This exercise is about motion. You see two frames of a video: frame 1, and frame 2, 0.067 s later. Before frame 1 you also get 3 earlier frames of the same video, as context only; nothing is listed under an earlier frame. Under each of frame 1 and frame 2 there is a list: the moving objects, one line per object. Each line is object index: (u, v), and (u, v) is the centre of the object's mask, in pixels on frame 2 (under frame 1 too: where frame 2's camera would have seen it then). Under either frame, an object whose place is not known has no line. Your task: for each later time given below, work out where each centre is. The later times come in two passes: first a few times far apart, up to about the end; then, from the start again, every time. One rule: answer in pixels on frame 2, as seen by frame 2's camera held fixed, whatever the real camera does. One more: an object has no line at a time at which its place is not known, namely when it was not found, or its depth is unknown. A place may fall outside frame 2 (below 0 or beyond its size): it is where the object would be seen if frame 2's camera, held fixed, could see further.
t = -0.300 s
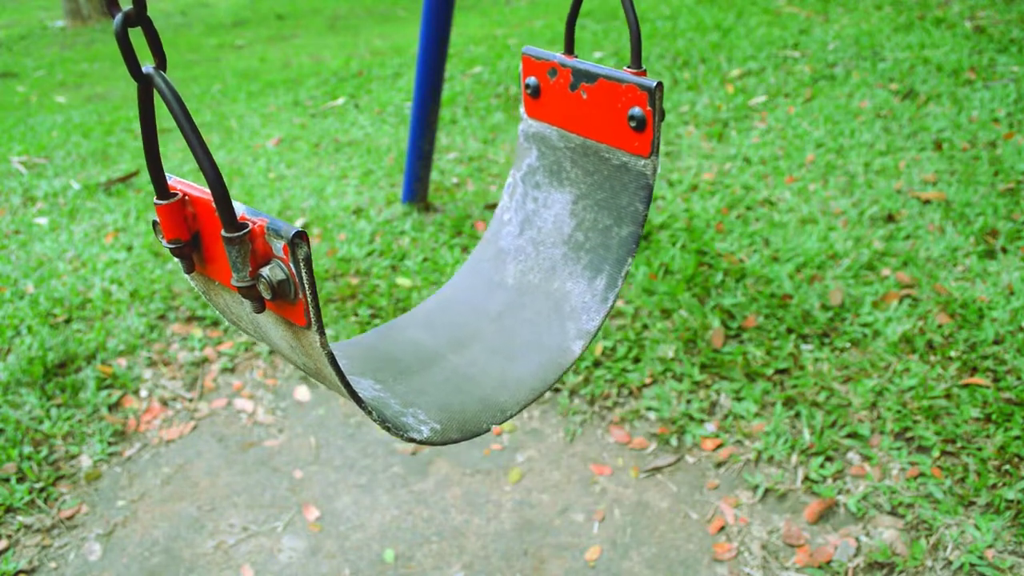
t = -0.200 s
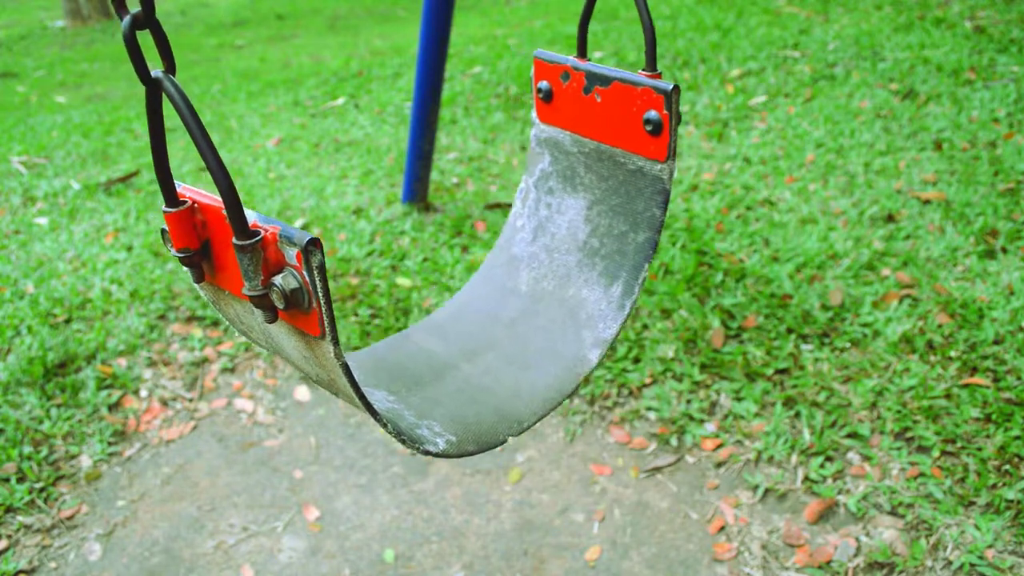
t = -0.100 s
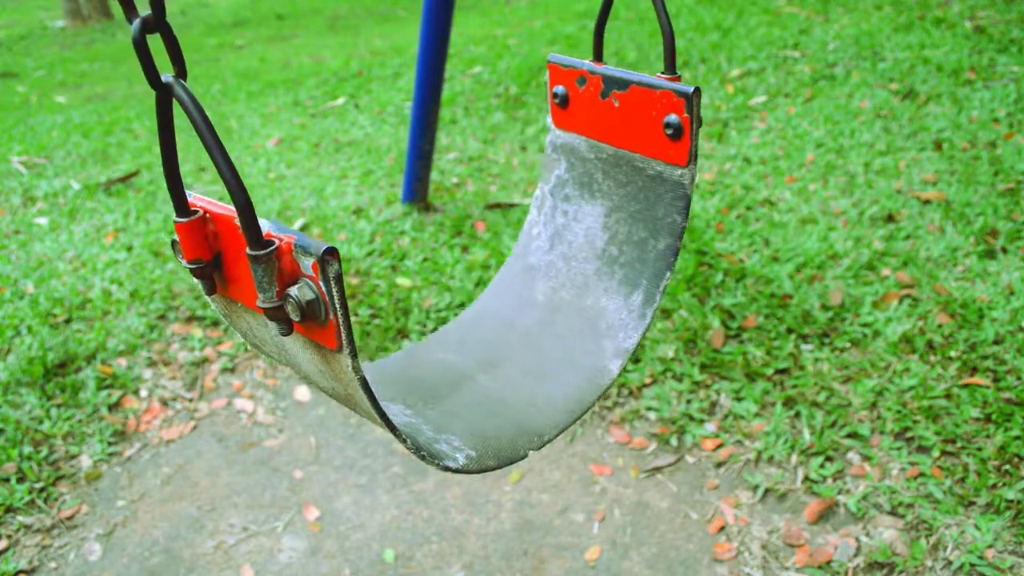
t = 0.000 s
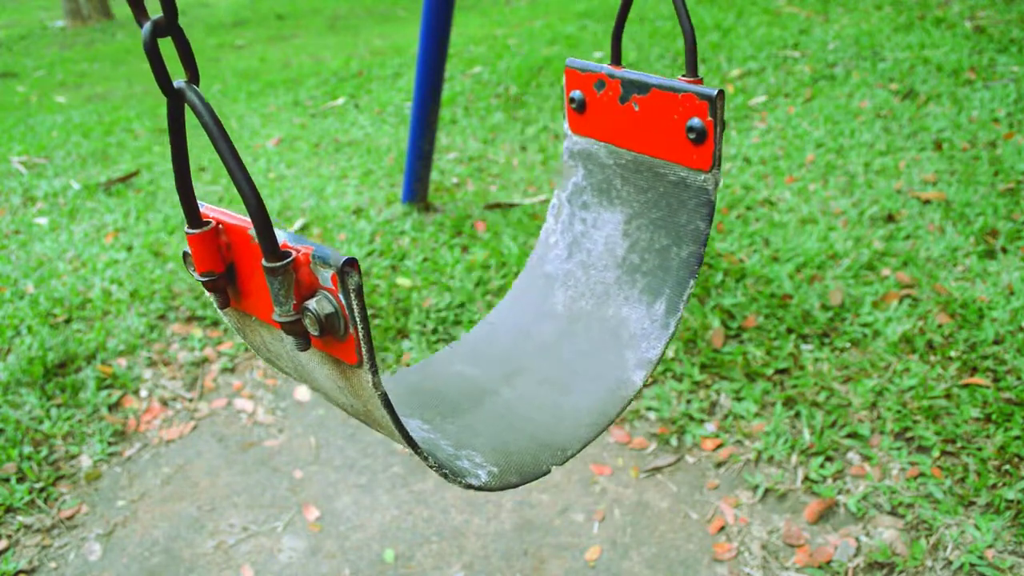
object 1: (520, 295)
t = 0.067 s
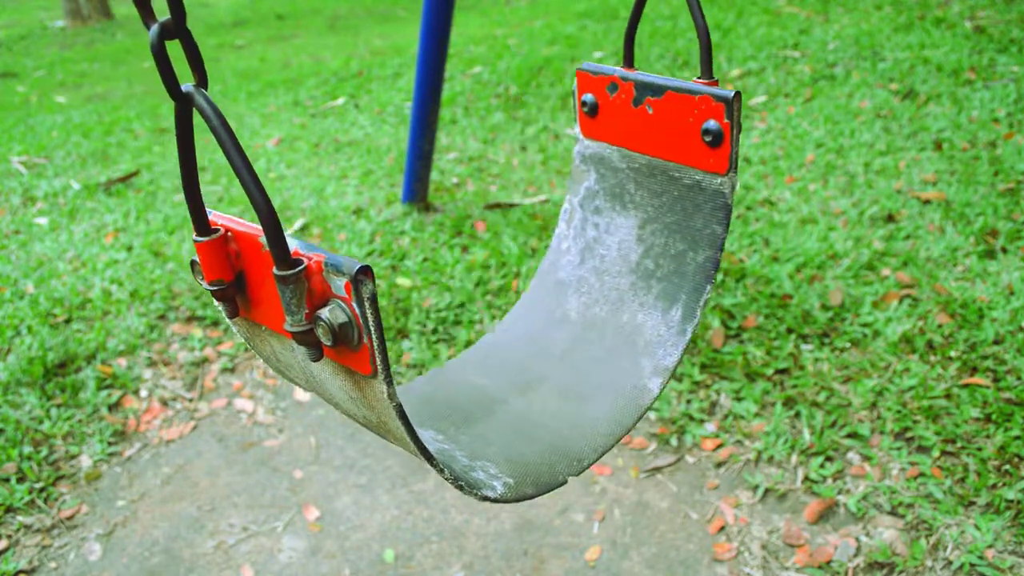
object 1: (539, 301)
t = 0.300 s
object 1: (580, 322)
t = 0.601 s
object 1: (597, 330)
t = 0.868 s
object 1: (569, 315)
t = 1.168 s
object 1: (512, 285)
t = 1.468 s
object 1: (470, 263)
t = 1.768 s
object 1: (466, 262)
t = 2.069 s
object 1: (500, 282)
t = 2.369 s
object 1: (556, 312)
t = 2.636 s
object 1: (593, 329)
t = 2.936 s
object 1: (590, 323)
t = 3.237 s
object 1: (537, 298)
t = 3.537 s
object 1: (488, 271)
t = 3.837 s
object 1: (463, 261)
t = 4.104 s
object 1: (473, 271)
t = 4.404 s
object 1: (517, 297)
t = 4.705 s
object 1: (571, 322)
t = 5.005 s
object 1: (597, 327)
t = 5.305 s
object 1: (567, 309)
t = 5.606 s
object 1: (510, 282)
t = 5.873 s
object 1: (471, 266)
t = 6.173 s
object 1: (462, 265)
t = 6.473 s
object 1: (489, 284)
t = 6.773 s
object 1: (549, 311)
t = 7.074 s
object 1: (593, 325)
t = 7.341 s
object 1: (590, 318)
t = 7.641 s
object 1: (543, 296)
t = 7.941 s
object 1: (489, 274)
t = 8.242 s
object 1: (461, 265)
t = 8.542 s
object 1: (475, 276)
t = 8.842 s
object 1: (523, 298)
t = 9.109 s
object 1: (575, 315)
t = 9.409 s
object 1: (598, 318)
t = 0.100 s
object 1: (545, 305)
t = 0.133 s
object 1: (549, 308)
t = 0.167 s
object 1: (552, 312)
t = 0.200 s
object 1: (564, 314)
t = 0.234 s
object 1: (569, 317)
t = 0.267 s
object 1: (574, 320)
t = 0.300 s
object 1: (580, 322)
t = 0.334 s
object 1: (583, 324)
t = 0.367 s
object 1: (588, 327)
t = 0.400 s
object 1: (592, 328)
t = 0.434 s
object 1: (595, 329)
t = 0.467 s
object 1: (597, 330)
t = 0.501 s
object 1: (598, 331)
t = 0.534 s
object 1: (598, 331)
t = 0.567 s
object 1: (598, 331)
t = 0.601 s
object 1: (597, 330)
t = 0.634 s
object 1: (596, 330)
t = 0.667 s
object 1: (595, 328)
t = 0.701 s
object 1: (592, 327)
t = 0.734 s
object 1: (588, 325)
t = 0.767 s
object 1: (584, 323)
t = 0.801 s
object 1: (580, 320)
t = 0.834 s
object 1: (574, 318)
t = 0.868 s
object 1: (569, 315)
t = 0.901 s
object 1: (563, 312)
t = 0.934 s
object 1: (552, 309)
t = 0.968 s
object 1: (551, 306)
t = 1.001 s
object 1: (540, 303)
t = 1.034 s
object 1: (534, 299)
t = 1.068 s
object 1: (531, 296)
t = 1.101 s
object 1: (521, 292)
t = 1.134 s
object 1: (518, 289)
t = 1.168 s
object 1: (512, 285)
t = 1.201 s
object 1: (507, 282)
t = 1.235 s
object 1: (500, 279)
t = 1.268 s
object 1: (495, 276)
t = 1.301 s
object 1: (491, 274)
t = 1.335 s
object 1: (486, 271)
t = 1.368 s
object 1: (480, 269)
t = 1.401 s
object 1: (476, 266)
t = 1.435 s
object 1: (473, 265)
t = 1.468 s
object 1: (470, 263)
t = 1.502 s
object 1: (467, 262)
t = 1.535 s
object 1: (467, 261)
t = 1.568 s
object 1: (466, 260)
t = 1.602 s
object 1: (465, 260)
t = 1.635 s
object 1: (464, 259)
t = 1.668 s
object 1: (464, 260)
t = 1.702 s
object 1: (465, 260)
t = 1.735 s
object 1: (465, 260)
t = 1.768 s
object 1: (466, 262)
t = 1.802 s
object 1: (468, 263)
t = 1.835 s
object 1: (470, 264)
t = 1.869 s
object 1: (473, 267)
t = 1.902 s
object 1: (476, 269)
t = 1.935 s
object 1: (480, 271)
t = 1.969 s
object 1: (484, 273)
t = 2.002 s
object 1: (489, 276)
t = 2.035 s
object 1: (495, 279)
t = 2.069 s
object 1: (500, 282)
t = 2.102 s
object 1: (505, 286)
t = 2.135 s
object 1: (511, 289)
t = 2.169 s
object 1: (513, 292)
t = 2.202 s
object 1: (519, 295)
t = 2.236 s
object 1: (530, 299)
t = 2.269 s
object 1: (536, 303)
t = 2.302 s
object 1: (543, 306)
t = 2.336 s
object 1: (549, 309)
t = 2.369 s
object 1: (556, 312)
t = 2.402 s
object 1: (555, 316)
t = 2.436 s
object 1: (562, 318)
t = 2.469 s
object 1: (566, 321)
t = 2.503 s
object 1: (575, 323)
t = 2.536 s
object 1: (580, 325)
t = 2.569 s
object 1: (579, 327)
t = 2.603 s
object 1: (589, 328)
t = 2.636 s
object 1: (593, 329)
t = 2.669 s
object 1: (595, 329)
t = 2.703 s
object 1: (596, 330)
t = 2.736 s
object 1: (597, 330)
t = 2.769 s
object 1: (597, 329)
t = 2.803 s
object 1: (597, 329)
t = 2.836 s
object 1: (596, 328)
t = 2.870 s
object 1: (595, 326)
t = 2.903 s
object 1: (593, 324)
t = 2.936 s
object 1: (590, 323)
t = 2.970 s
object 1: (585, 321)
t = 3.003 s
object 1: (584, 318)
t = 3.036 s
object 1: (576, 316)
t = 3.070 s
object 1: (570, 313)
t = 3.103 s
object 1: (566, 310)
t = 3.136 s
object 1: (558, 307)
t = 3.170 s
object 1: (553, 304)
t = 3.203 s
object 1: (547, 301)
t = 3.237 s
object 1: (537, 298)
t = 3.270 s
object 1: (534, 294)
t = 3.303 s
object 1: (528, 291)
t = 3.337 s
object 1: (521, 288)
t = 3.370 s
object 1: (515, 285)
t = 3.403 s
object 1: (509, 282)
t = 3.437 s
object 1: (504, 279)
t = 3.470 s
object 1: (497, 276)
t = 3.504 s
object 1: (492, 273)
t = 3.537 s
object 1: (488, 271)
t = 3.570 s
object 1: (483, 269)
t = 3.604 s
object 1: (479, 267)
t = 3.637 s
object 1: (474, 266)
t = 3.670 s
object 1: (471, 264)
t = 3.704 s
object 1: (469, 263)
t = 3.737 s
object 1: (468, 262)
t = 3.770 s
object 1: (466, 262)
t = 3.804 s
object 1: (464, 261)
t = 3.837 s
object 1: (463, 261)
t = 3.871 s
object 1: (463, 261)
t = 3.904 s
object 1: (462, 262)
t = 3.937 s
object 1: (463, 262)
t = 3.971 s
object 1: (464, 263)
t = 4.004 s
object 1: (466, 265)
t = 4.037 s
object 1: (468, 266)
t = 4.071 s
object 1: (471, 268)
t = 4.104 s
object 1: (473, 271)
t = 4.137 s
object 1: (475, 273)
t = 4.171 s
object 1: (477, 275)
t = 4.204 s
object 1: (486, 278)
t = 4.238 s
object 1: (491, 282)
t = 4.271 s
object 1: (497, 284)
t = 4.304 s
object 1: (502, 287)
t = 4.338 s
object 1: (503, 290)
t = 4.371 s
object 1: (514, 294)
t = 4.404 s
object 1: (517, 297)
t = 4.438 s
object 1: (527, 300)
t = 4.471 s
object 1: (527, 303)
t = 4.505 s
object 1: (538, 306)
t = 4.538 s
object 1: (541, 309)
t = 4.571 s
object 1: (550, 312)
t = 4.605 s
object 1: (558, 314)
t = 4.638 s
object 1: (562, 317)
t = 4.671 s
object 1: (569, 319)
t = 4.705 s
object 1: (571, 322)
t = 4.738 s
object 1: (580, 323)
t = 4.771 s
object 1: (584, 325)
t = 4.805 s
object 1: (588, 326)
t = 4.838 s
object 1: (592, 327)
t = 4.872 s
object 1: (595, 327)
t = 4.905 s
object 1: (596, 327)
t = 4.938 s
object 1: (597, 328)
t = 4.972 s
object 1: (598, 327)
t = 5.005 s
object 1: (597, 327)
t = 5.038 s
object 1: (597, 325)
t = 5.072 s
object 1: (594, 324)
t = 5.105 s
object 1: (592, 322)
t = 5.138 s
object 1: (590, 321)
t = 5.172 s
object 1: (587, 319)
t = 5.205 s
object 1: (583, 317)
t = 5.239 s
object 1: (578, 314)
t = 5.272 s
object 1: (572, 311)
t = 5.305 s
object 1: (567, 309)
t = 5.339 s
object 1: (561, 306)
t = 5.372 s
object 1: (555, 302)
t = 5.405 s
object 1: (549, 299)
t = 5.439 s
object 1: (543, 297)
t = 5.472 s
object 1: (531, 294)
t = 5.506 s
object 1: (529, 291)
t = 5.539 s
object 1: (523, 288)
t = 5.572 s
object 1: (517, 285)
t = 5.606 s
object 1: (510, 282)
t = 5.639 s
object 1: (505, 279)
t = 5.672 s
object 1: (499, 277)
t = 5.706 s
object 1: (493, 275)
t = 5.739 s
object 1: (489, 272)
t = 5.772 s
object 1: (484, 271)
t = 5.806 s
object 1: (479, 269)
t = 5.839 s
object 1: (474, 267)
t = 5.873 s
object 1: (471, 266)
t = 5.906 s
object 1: (468, 265)
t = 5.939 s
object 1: (465, 264)
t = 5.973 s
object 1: (462, 263)
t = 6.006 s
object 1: (463, 263)
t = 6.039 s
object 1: (462, 263)
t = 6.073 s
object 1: (461, 263)
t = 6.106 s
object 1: (461, 264)
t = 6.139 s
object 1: (461, 265)
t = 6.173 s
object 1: (462, 265)
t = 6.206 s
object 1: (464, 267)
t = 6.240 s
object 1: (466, 268)
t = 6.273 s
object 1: (469, 270)
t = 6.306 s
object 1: (472, 272)
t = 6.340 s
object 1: (476, 274)
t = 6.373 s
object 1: (481, 277)
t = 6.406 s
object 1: (481, 279)
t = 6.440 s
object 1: (490, 282)
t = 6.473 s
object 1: (489, 284)
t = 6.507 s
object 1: (499, 288)
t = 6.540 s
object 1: (504, 291)
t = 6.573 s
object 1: (507, 294)
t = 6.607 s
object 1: (517, 297)
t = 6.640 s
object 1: (523, 300)
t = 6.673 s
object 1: (527, 303)
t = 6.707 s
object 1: (537, 306)
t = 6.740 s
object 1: (539, 308)
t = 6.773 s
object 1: (549, 311)
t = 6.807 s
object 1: (552, 314)
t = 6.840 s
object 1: (562, 316)
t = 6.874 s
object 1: (565, 318)
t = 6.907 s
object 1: (574, 320)
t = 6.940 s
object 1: (579, 321)
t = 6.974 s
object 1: (583, 323)
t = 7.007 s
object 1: (588, 323)
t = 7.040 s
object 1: (591, 324)
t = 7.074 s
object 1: (593, 325)
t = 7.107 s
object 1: (595, 325)
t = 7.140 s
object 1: (597, 325)
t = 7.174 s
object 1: (598, 324)
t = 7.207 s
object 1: (598, 323)
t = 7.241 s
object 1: (597, 322)
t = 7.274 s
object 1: (595, 321)
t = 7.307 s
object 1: (593, 319)
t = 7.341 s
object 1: (590, 318)
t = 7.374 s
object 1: (587, 316)
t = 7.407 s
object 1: (583, 314)
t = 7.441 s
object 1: (578, 311)
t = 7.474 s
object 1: (573, 309)
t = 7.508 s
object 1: (567, 306)
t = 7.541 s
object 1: (562, 304)
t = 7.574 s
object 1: (555, 301)
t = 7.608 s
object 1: (548, 298)
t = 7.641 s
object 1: (543, 296)
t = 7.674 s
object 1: (532, 293)
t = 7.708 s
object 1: (530, 290)
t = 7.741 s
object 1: (523, 288)
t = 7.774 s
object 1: (517, 285)
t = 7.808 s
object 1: (515, 282)
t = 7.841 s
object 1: (506, 280)
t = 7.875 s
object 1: (498, 278)
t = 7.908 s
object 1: (493, 275)
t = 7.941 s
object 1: (489, 274)
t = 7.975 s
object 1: (483, 272)
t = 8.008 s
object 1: (480, 270)
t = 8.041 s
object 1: (475, 269)
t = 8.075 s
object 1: (469, 268)
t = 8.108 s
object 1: (467, 267)
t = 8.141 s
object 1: (462, 266)
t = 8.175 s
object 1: (464, 266)
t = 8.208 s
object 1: (462, 265)
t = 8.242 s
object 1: (461, 265)
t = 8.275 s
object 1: (460, 266)
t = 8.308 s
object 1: (461, 266)
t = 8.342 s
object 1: (460, 267)
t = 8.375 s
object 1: (462, 268)
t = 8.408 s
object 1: (463, 269)
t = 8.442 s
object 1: (466, 270)
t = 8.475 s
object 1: (468, 272)
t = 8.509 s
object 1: (471, 274)
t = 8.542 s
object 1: (475, 276)
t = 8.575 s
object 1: (479, 279)
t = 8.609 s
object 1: (484, 281)
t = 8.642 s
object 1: (489, 283)
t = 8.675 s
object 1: (495, 285)
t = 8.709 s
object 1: (501, 288)
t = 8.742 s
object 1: (502, 291)
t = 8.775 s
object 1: (513, 293)
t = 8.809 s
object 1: (517, 296)
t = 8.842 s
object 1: (523, 298)
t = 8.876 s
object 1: (533, 301)
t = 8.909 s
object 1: (540, 303)
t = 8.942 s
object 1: (546, 306)
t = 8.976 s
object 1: (548, 308)
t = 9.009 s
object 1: (557, 310)
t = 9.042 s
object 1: (562, 312)
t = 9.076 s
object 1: (565, 314)
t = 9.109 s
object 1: (575, 315)
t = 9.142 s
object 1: (579, 316)
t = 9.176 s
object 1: (585, 318)
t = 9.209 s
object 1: (588, 318)
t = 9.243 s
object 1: (590, 319)
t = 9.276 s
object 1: (594, 319)
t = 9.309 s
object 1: (597, 320)
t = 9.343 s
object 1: (598, 319)
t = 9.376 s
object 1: (599, 319)
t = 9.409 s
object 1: (598, 318)
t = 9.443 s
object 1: (598, 317)
